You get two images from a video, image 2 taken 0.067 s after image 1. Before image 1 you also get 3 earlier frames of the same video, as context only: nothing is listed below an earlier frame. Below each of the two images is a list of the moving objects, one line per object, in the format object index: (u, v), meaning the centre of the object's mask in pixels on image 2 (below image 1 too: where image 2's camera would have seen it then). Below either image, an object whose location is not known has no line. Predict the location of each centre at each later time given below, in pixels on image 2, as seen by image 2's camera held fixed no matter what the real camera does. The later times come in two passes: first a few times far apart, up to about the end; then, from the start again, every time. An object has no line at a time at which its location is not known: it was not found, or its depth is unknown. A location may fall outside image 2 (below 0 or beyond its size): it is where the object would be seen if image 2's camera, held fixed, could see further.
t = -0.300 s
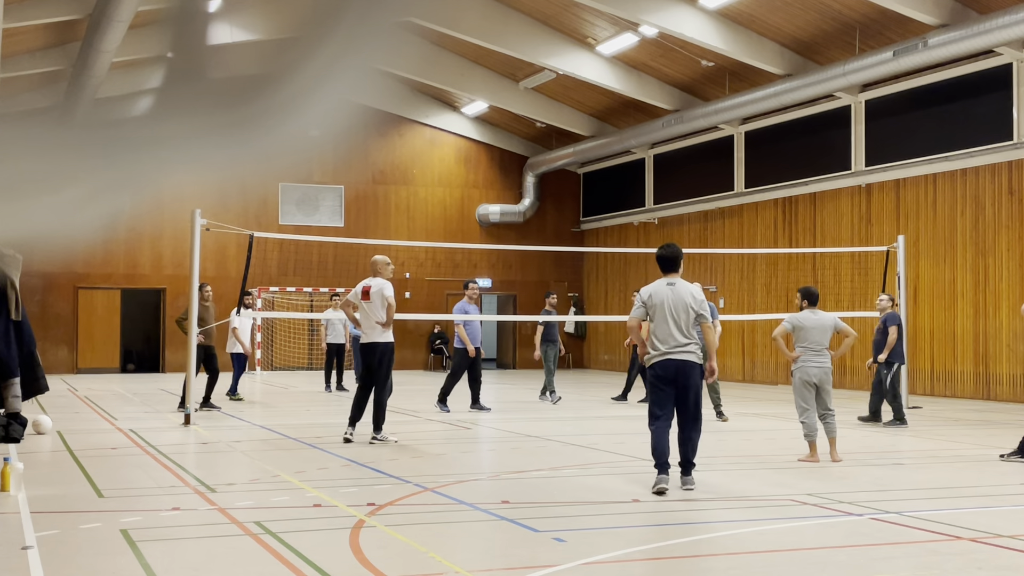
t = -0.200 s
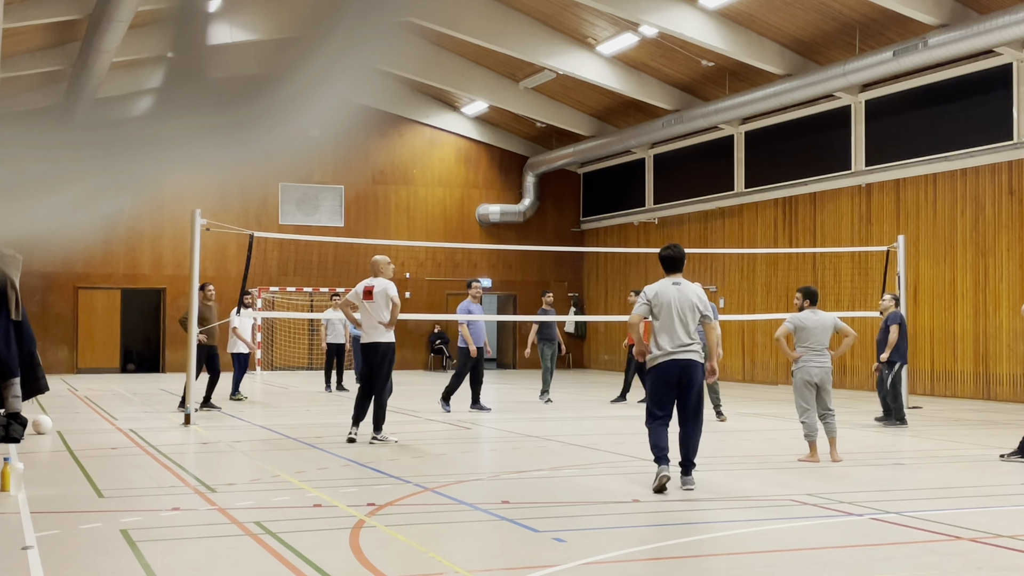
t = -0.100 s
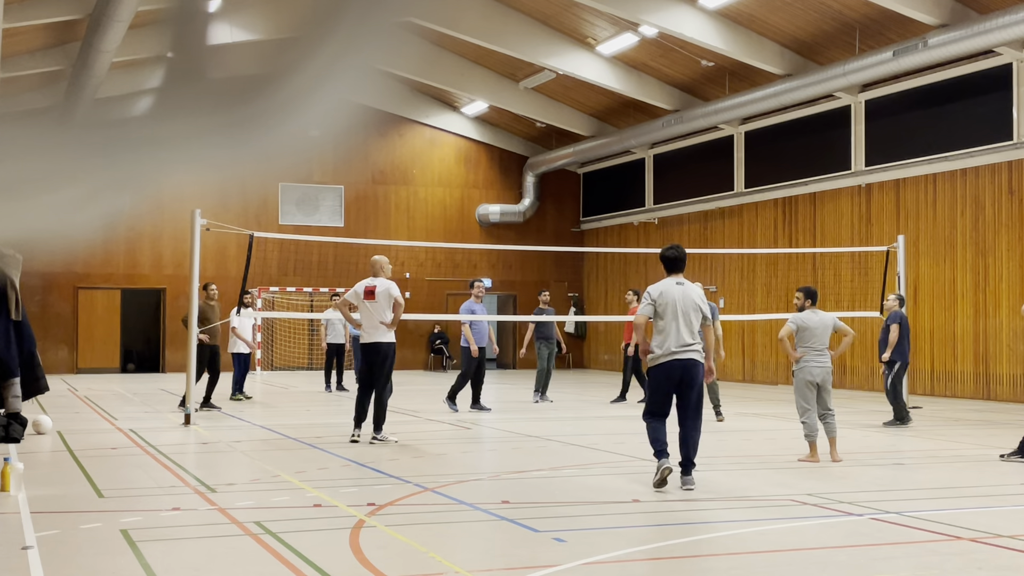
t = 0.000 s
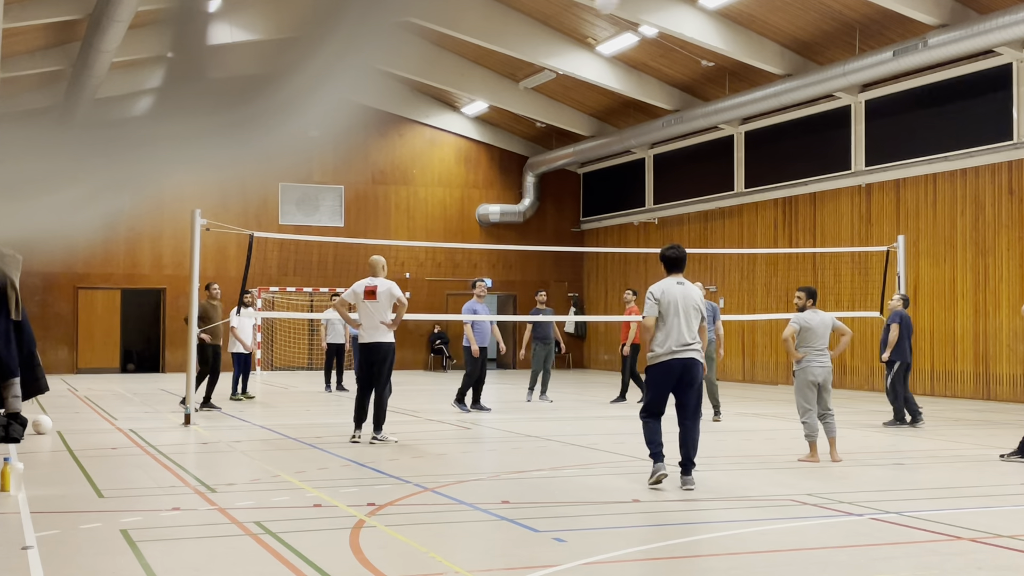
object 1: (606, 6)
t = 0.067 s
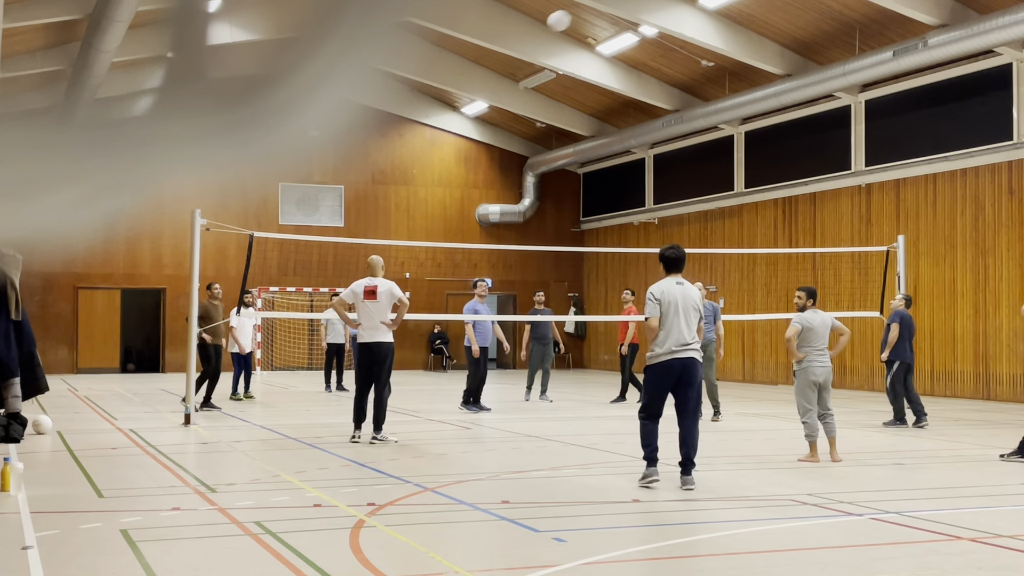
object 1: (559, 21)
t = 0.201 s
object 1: (478, 62)
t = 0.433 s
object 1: (367, 156)
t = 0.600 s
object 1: (307, 233)
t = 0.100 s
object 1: (537, 31)
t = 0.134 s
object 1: (517, 40)
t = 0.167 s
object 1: (496, 51)
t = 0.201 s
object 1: (478, 62)
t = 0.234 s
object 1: (460, 74)
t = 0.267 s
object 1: (442, 87)
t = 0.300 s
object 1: (425, 100)
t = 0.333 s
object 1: (409, 113)
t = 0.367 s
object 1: (395, 127)
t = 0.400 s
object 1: (381, 141)
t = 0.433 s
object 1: (367, 156)
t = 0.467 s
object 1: (354, 171)
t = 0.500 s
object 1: (341, 186)
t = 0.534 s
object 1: (330, 201)
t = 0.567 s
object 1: (319, 216)
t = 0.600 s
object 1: (307, 233)
